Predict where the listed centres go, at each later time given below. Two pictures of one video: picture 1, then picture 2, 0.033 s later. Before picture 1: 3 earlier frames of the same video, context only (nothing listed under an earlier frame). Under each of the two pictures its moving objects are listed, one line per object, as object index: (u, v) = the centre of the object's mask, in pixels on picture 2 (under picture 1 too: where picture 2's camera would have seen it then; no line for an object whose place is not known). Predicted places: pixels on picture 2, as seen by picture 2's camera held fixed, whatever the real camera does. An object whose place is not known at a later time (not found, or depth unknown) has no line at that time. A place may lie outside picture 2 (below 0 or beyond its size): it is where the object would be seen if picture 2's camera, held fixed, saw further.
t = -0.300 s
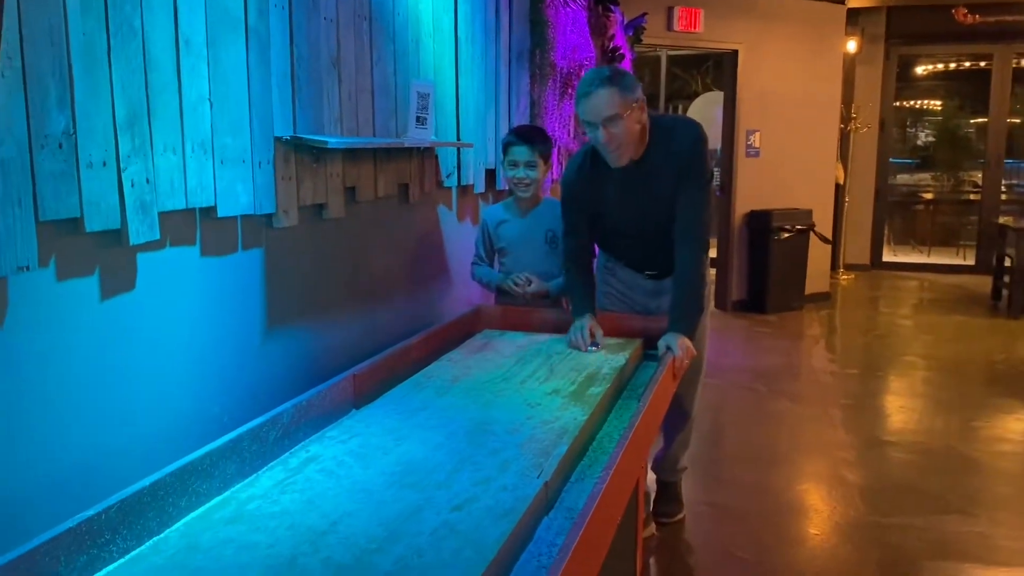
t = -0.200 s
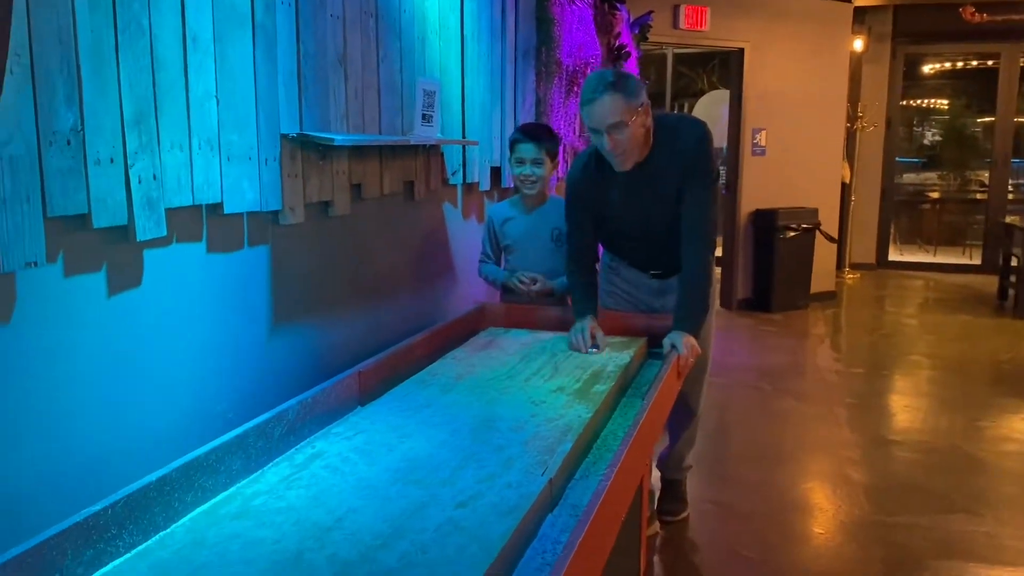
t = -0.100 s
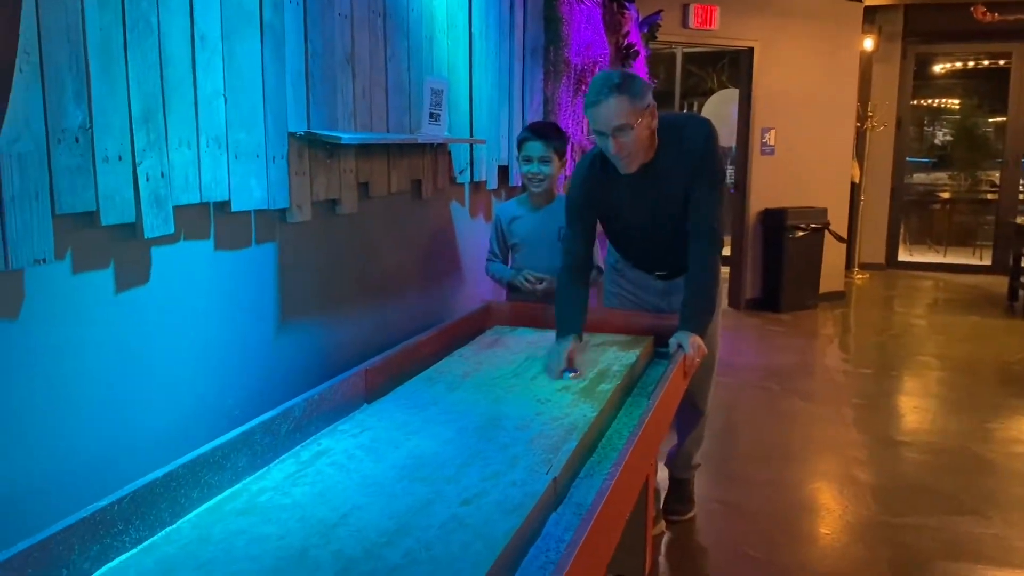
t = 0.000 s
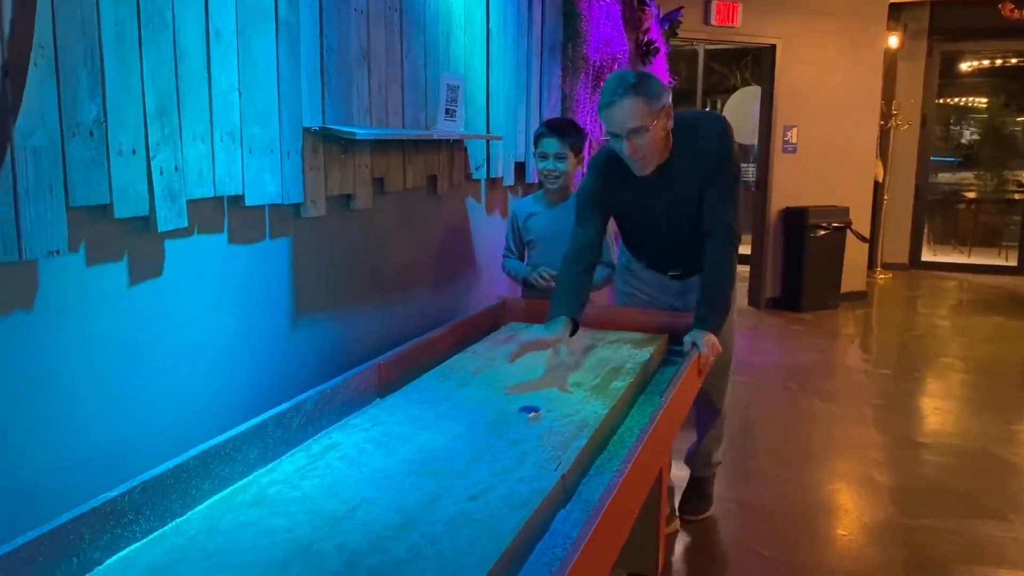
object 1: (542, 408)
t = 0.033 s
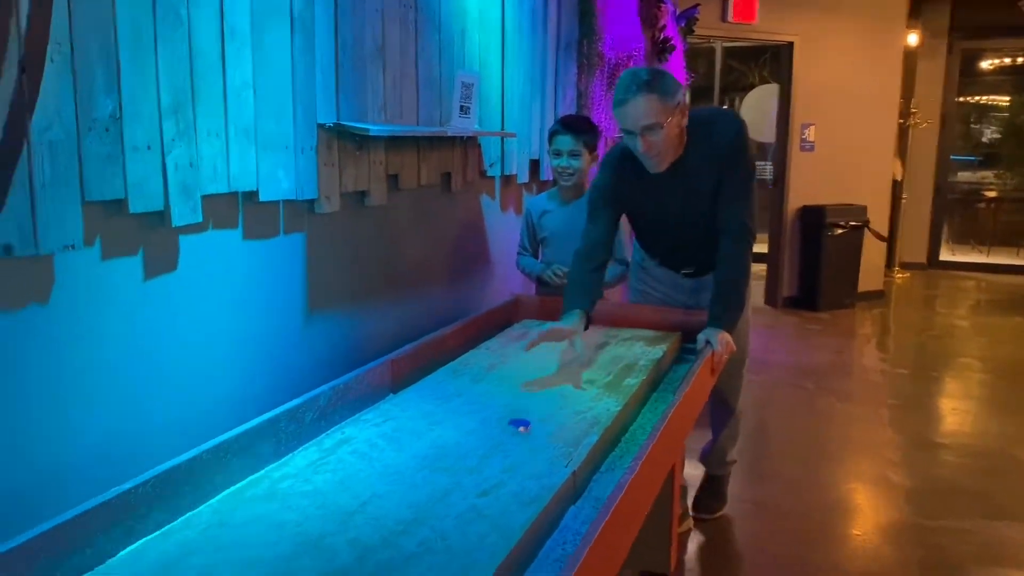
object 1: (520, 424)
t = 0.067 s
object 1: (494, 445)
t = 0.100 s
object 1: (466, 467)
